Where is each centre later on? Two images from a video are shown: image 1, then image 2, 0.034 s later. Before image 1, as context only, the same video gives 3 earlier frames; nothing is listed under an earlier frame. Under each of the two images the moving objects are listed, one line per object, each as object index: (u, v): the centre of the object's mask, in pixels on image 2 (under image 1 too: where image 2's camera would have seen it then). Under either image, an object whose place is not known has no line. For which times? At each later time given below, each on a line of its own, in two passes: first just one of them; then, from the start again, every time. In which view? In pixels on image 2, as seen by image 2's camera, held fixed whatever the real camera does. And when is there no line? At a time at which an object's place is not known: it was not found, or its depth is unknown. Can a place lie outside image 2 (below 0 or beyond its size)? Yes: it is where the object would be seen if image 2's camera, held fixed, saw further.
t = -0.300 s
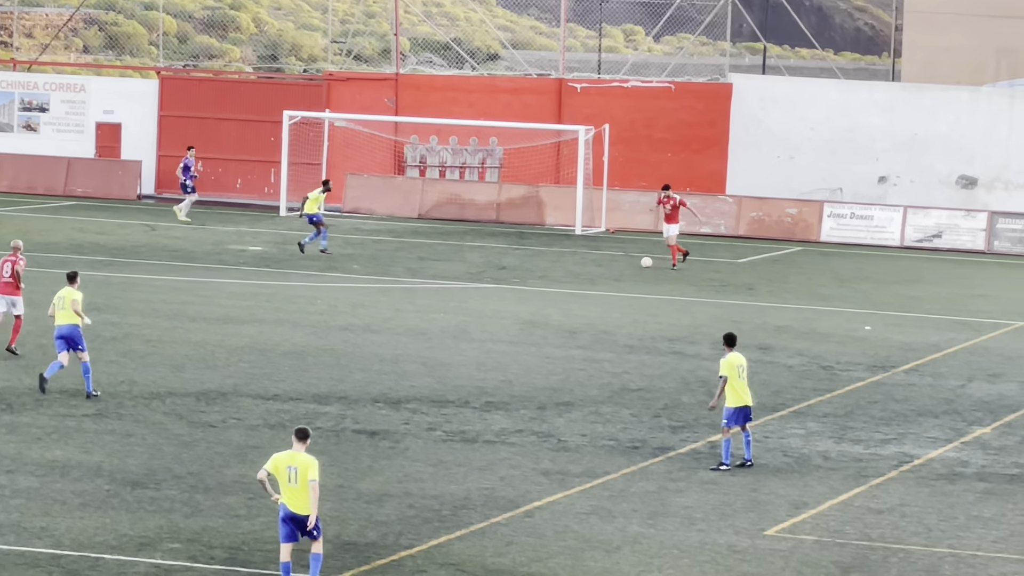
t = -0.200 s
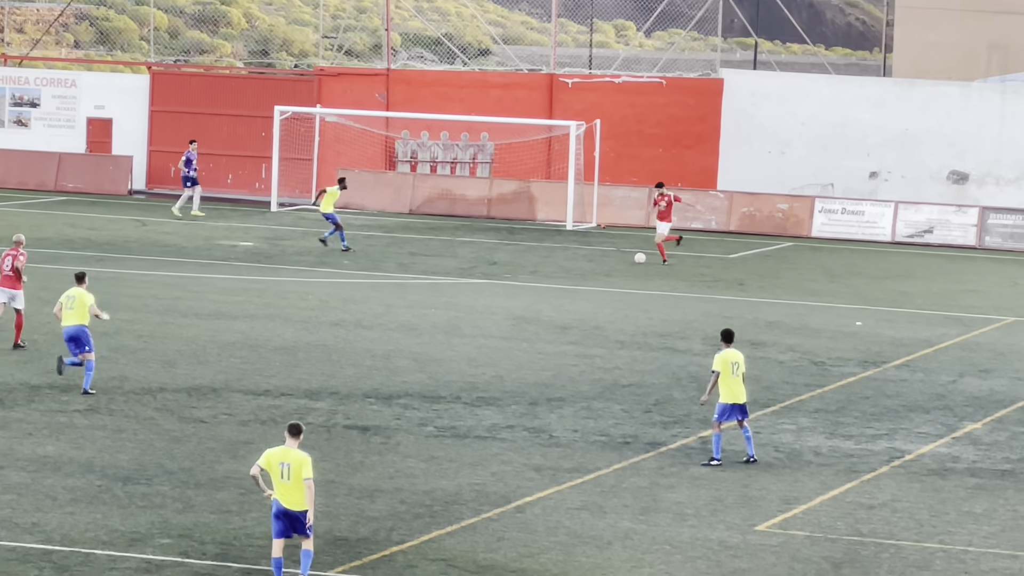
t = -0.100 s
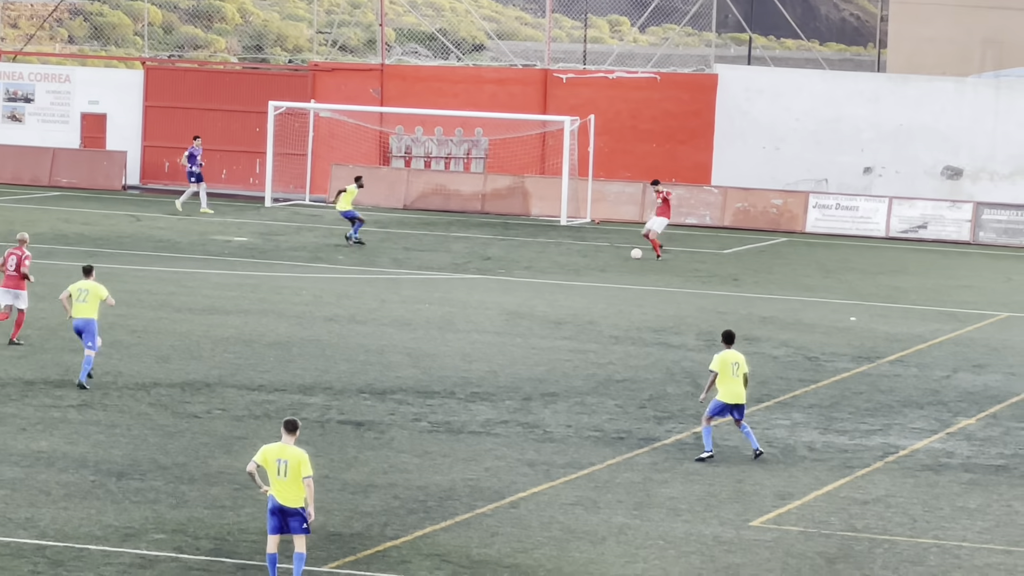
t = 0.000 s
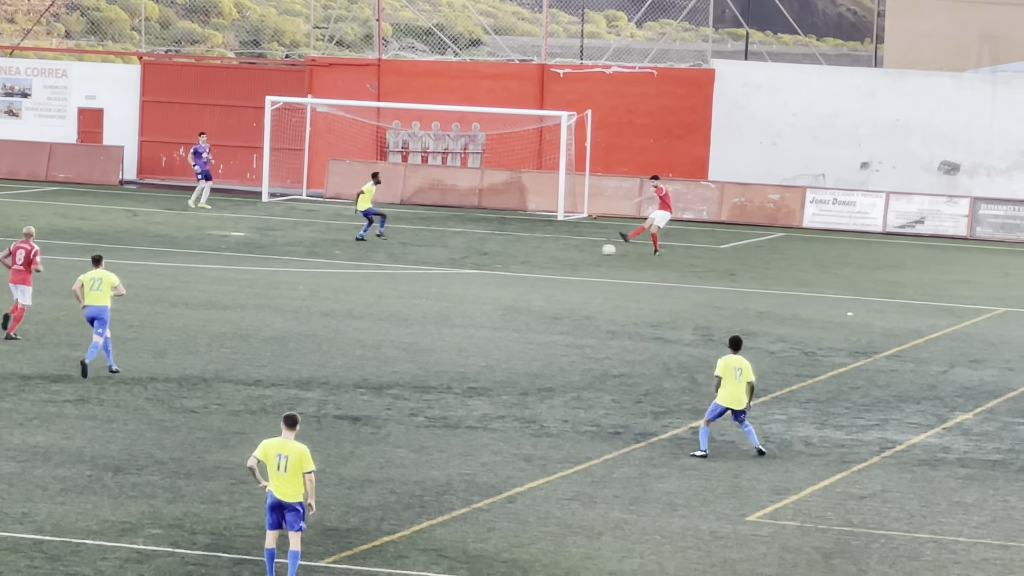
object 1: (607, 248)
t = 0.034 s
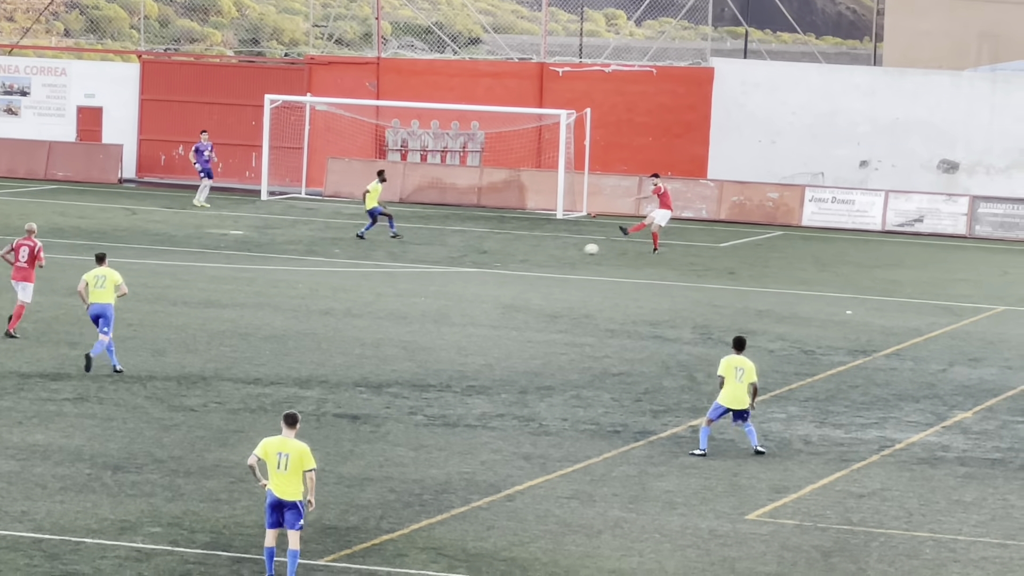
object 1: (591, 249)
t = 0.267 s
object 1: (487, 256)
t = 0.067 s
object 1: (575, 251)
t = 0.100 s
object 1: (560, 250)
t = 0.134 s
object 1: (545, 250)
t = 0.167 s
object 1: (530, 251)
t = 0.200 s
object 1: (516, 252)
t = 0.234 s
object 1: (500, 255)
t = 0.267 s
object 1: (487, 256)
